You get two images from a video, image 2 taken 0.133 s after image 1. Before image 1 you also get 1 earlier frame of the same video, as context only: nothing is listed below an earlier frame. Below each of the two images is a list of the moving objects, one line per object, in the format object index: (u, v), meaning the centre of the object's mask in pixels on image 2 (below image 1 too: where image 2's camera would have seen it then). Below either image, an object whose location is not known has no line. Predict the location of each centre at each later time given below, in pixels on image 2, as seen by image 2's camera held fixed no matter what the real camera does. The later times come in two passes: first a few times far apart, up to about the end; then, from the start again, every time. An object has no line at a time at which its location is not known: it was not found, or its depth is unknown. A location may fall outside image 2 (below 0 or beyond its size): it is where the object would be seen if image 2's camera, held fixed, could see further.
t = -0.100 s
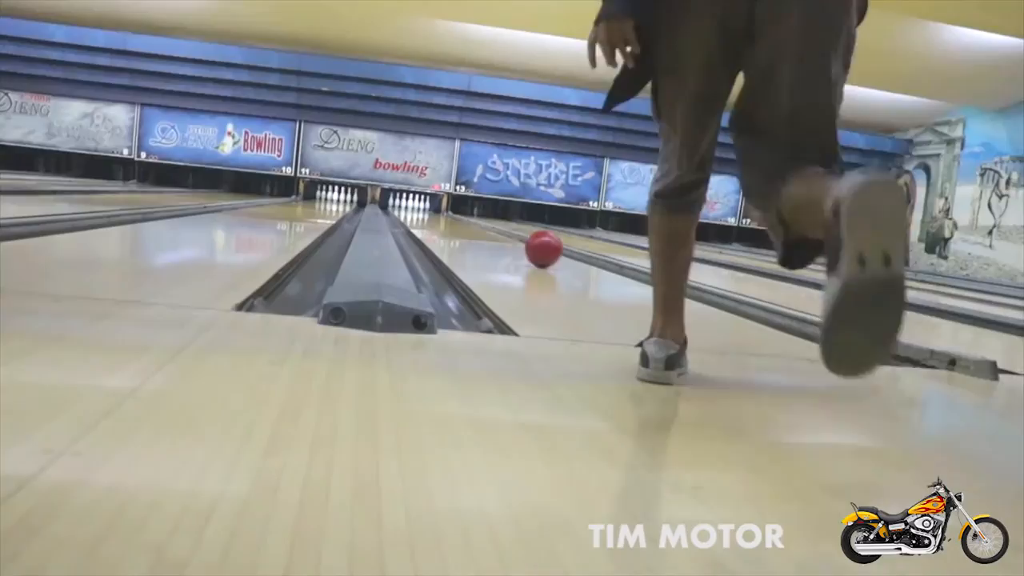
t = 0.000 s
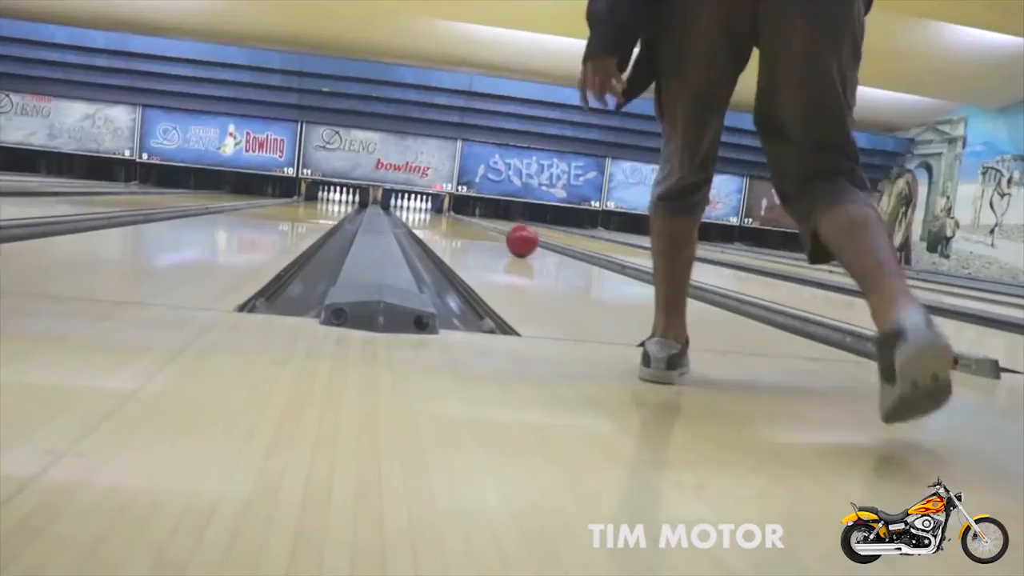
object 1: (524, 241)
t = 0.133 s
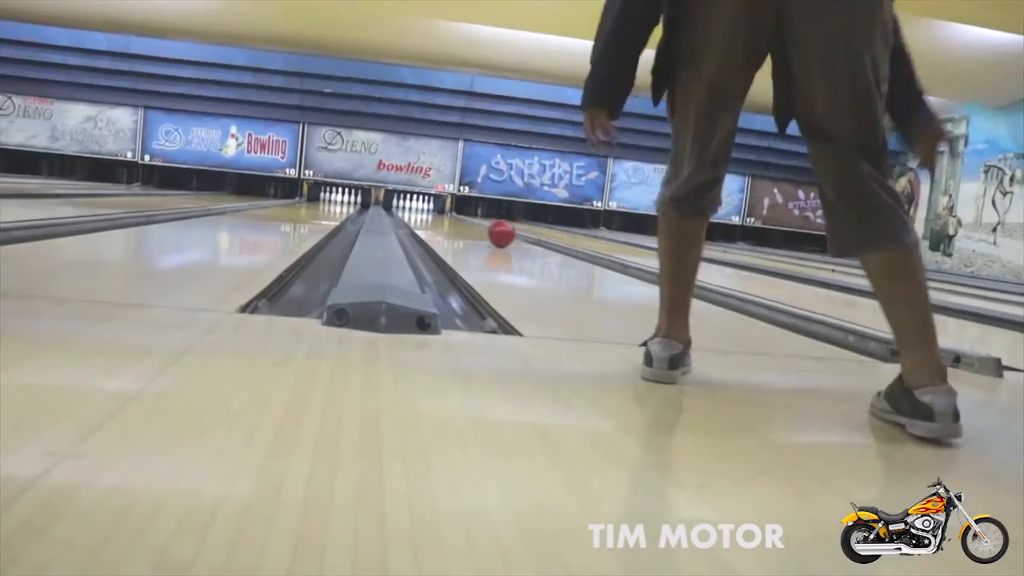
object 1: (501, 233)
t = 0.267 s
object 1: (485, 228)
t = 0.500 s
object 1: (464, 221)
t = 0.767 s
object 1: (449, 216)
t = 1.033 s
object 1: (439, 213)
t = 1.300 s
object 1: (431, 211)
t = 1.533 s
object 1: (425, 209)
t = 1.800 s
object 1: (420, 208)
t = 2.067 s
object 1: (415, 207)
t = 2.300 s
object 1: (413, 205)
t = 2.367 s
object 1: (413, 205)
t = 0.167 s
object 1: (497, 232)
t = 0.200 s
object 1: (492, 230)
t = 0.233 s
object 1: (488, 229)
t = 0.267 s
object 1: (485, 228)
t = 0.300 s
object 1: (481, 227)
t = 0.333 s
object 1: (478, 226)
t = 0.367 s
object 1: (475, 225)
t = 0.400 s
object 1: (472, 224)
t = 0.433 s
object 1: (469, 223)
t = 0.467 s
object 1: (467, 222)
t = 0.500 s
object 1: (464, 221)
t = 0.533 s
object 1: (462, 221)
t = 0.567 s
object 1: (459, 220)
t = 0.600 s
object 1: (458, 219)
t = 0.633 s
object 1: (455, 218)
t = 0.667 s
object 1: (453, 217)
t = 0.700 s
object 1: (452, 217)
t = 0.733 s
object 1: (450, 217)
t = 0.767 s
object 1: (449, 216)
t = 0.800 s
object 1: (448, 216)
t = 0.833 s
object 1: (446, 215)
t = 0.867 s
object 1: (444, 215)
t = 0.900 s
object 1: (443, 215)
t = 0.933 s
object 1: (441, 214)
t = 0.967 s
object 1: (441, 214)
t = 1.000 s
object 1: (440, 213)
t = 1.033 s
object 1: (439, 213)
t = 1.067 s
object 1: (437, 212)
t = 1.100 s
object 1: (436, 212)
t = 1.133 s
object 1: (436, 212)
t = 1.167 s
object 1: (434, 212)
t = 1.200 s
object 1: (434, 211)
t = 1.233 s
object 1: (433, 211)
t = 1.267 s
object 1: (432, 211)
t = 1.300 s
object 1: (431, 211)
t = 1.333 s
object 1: (430, 211)
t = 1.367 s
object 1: (429, 210)
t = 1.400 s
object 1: (429, 210)
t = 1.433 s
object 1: (428, 210)
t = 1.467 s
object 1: (426, 210)
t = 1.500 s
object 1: (426, 209)
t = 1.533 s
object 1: (425, 209)
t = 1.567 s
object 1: (424, 209)
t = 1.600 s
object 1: (424, 209)
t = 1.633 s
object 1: (423, 209)
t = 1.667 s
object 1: (422, 209)
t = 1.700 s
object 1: (422, 208)
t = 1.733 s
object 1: (421, 208)
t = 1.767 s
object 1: (421, 208)
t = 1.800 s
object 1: (420, 208)
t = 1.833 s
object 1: (419, 208)
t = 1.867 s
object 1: (419, 208)
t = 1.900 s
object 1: (419, 208)
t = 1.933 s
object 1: (418, 208)
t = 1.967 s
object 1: (418, 208)
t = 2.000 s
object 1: (417, 207)
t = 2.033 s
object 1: (416, 207)
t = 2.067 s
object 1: (415, 207)
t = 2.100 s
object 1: (415, 207)
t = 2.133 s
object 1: (414, 206)
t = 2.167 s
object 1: (414, 206)
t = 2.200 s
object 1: (414, 206)
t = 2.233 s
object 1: (414, 205)
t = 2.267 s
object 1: (414, 205)
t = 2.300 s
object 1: (413, 205)
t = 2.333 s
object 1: (412, 204)
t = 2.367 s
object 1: (413, 205)
